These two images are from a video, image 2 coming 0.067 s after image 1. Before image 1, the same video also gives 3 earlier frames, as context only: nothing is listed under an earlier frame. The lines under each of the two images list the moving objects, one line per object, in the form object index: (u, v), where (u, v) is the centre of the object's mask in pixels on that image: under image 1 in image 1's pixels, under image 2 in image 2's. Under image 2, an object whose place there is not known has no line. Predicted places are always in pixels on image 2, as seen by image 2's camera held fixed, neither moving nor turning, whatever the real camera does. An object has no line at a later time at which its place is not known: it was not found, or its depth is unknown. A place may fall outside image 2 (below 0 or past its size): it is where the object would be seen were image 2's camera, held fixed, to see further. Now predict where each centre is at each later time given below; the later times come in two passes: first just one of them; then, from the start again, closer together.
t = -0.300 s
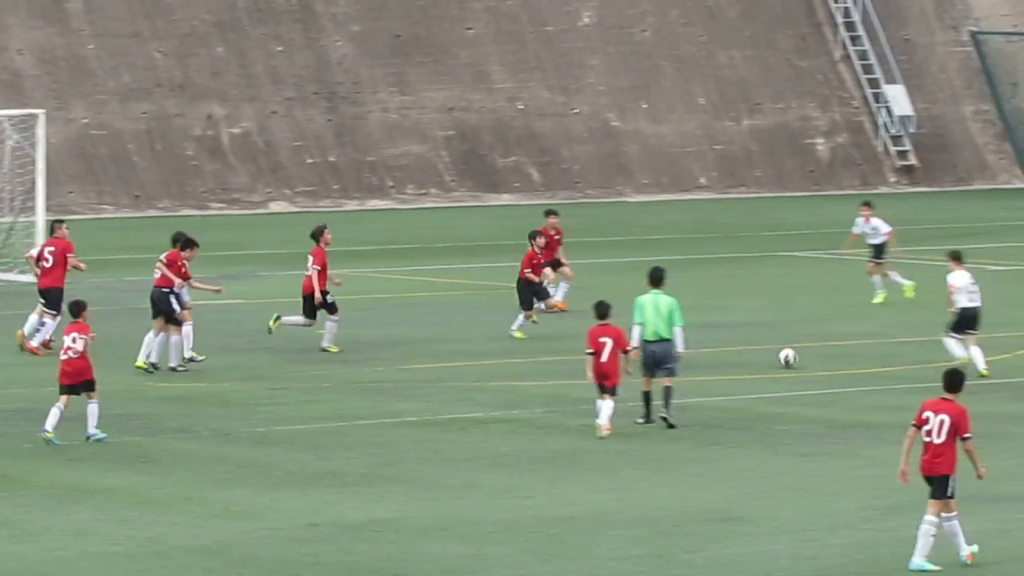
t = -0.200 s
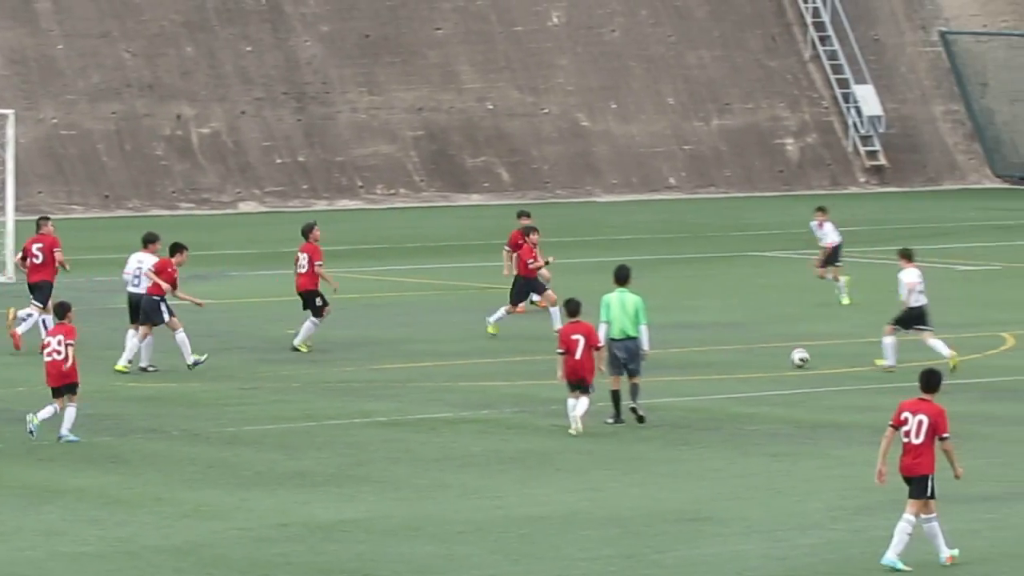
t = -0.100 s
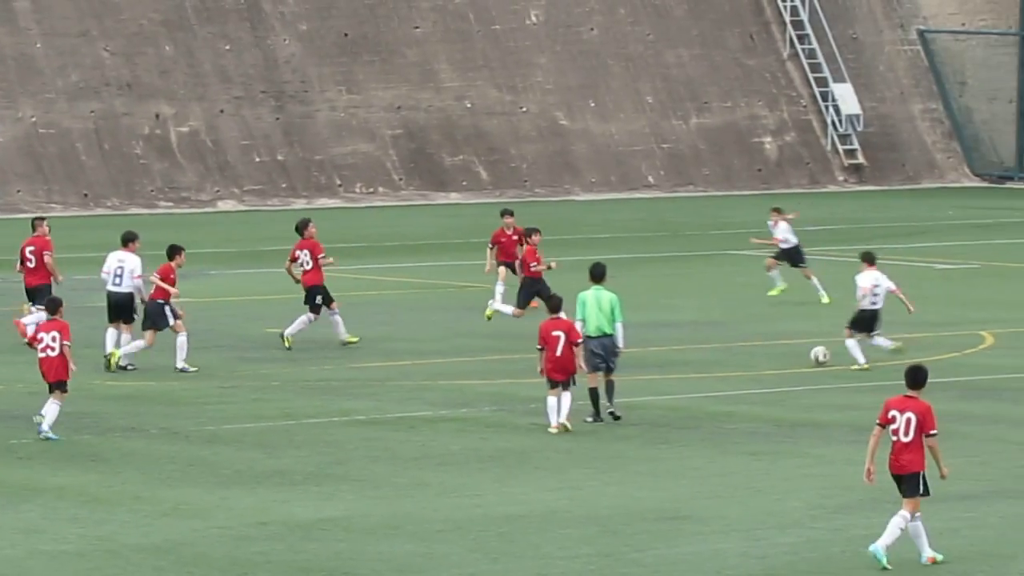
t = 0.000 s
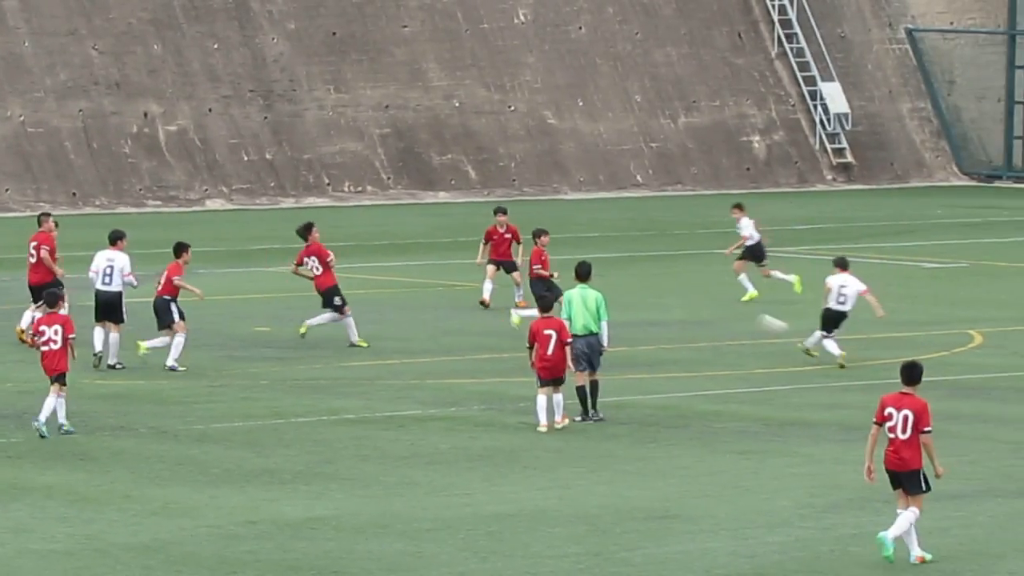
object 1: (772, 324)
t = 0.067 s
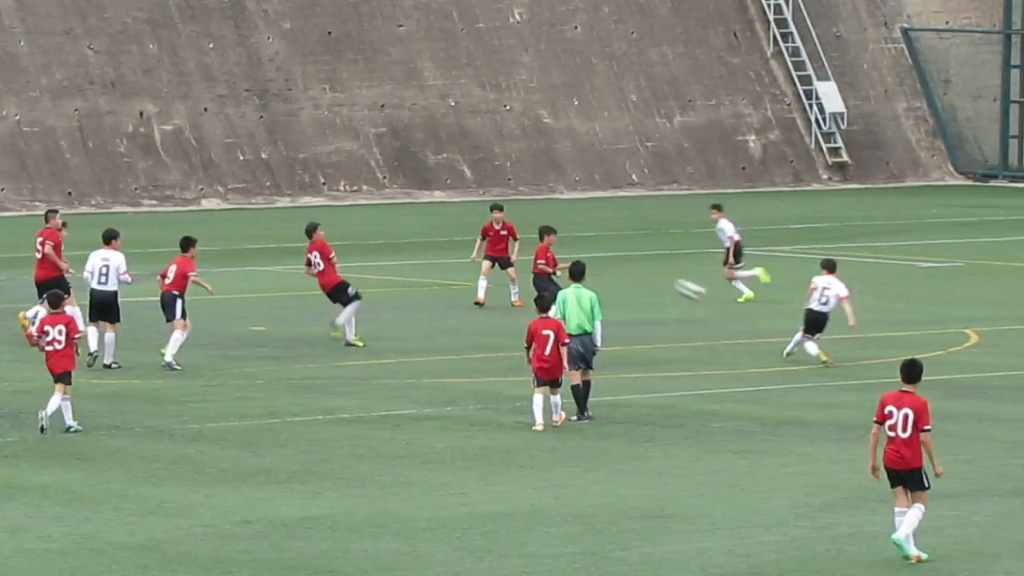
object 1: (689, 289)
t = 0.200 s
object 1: (549, 229)
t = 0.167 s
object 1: (582, 243)
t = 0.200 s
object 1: (549, 229)
